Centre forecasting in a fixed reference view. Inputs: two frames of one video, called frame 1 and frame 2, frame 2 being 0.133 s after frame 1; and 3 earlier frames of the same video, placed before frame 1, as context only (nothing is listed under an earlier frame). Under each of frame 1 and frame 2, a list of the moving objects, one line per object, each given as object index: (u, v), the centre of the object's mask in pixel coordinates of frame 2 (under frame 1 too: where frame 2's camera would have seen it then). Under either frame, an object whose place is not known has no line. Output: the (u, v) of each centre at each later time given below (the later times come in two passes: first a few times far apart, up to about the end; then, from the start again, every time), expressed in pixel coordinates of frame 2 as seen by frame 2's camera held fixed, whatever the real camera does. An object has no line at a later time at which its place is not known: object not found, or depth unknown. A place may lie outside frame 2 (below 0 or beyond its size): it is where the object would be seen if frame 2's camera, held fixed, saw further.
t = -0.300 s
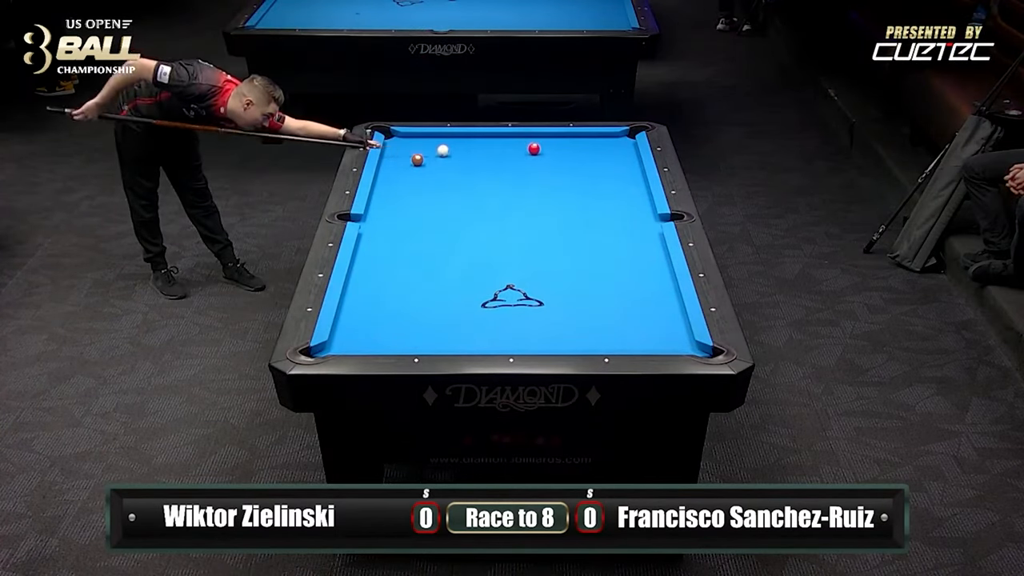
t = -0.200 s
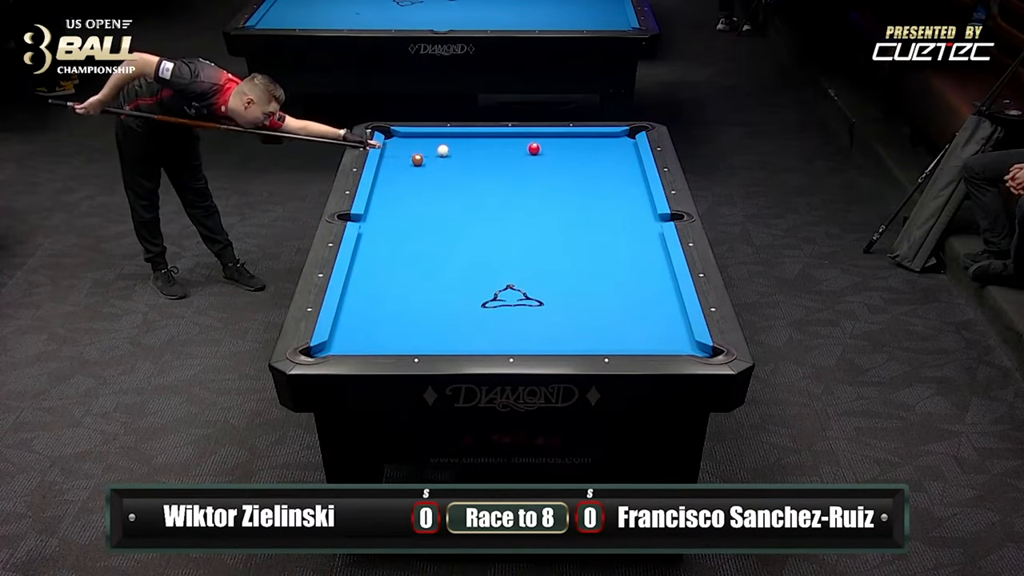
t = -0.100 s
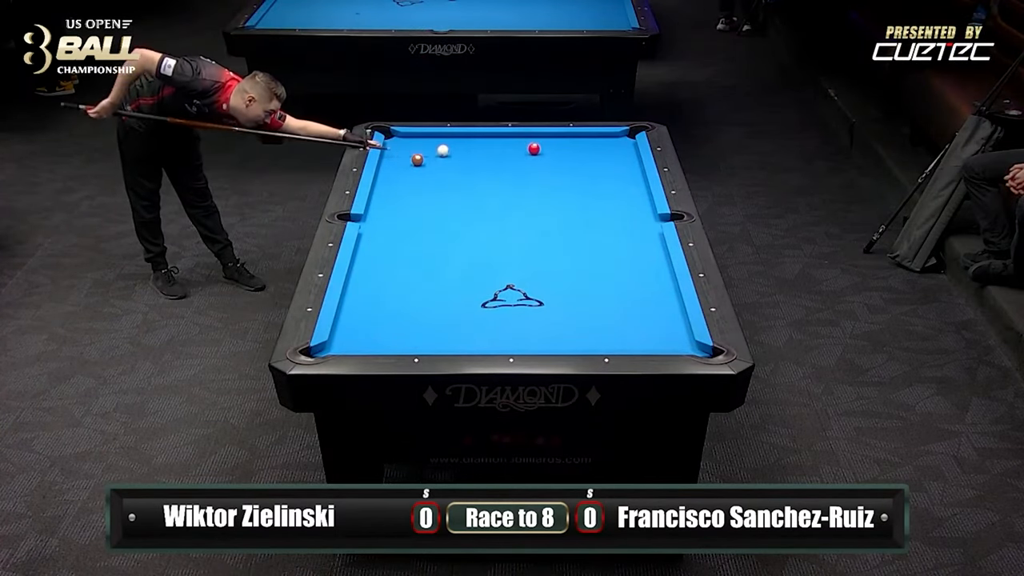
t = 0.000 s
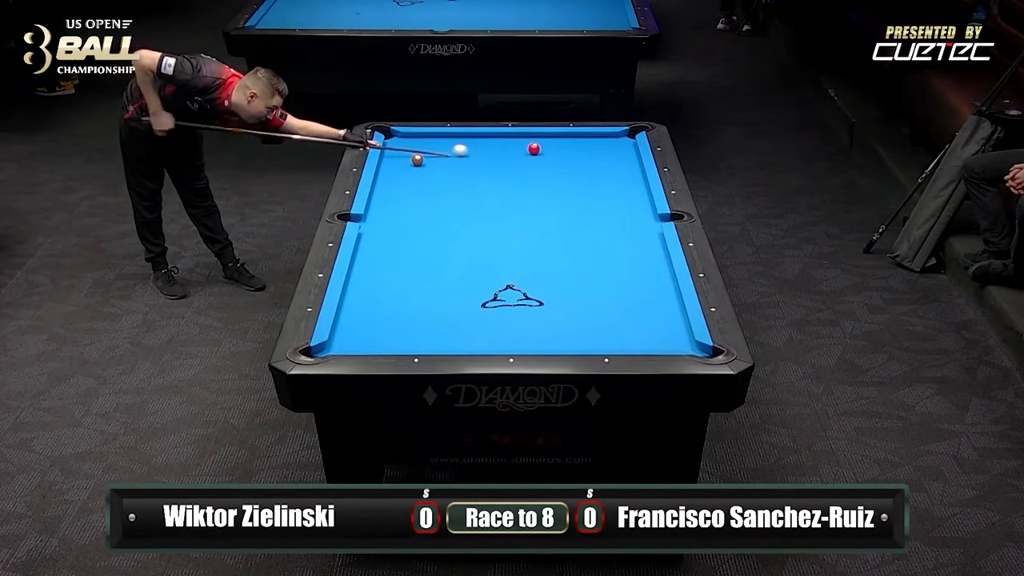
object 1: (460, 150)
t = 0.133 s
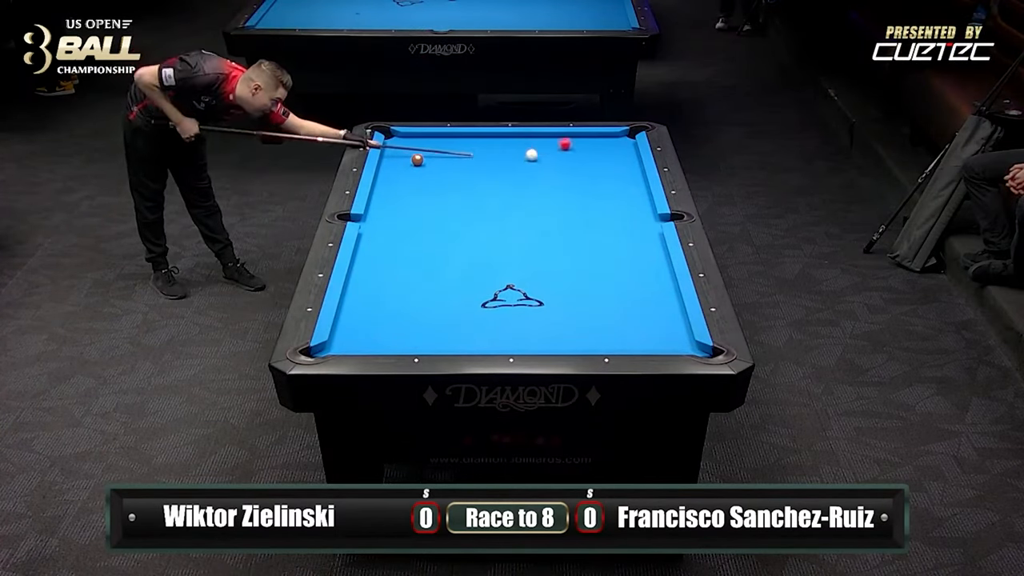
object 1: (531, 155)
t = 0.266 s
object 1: (547, 166)
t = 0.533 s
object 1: (556, 187)
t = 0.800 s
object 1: (548, 207)
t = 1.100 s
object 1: (539, 229)
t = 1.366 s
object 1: (530, 252)
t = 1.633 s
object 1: (522, 276)
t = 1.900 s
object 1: (512, 299)
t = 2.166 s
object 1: (502, 327)
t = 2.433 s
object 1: (486, 342)
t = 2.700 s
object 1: (460, 331)
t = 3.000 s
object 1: (431, 317)
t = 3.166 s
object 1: (416, 310)
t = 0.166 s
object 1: (536, 158)
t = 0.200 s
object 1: (540, 160)
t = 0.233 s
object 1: (544, 163)
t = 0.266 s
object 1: (547, 166)
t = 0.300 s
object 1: (549, 167)
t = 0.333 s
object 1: (551, 170)
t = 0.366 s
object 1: (554, 174)
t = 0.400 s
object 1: (555, 177)
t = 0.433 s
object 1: (556, 179)
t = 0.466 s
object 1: (556, 182)
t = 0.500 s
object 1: (556, 185)
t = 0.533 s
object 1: (556, 187)
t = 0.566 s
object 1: (555, 190)
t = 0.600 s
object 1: (554, 192)
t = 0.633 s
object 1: (553, 194)
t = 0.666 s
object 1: (552, 197)
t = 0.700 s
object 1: (551, 198)
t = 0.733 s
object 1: (550, 200)
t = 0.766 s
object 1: (549, 204)
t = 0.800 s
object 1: (548, 207)
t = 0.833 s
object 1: (547, 209)
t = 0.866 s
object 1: (546, 212)
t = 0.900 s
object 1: (545, 214)
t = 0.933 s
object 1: (544, 217)
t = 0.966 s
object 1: (543, 220)
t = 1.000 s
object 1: (542, 222)
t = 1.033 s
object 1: (541, 225)
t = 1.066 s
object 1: (540, 227)
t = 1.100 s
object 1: (539, 229)
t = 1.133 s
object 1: (538, 232)
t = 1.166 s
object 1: (537, 236)
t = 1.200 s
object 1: (536, 239)
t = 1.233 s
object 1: (535, 241)
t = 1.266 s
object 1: (534, 244)
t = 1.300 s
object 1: (532, 247)
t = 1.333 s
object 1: (532, 250)
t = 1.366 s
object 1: (530, 252)
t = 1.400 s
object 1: (529, 255)
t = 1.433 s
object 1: (528, 258)
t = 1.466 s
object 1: (527, 261)
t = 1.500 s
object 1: (527, 263)
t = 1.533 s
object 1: (526, 265)
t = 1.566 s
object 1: (524, 270)
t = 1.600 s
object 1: (523, 273)
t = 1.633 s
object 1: (522, 276)
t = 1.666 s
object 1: (520, 279)
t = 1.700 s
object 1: (519, 282)
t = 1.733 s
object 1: (518, 285)
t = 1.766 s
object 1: (517, 288)
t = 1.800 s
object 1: (516, 291)
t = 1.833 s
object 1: (515, 294)
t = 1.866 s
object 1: (513, 297)
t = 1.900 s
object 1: (512, 299)
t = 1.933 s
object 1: (511, 302)
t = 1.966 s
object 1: (509, 307)
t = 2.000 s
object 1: (508, 311)
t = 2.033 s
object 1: (507, 314)
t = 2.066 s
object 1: (505, 317)
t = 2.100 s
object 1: (505, 321)
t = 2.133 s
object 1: (503, 324)
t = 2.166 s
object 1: (502, 327)
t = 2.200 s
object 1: (500, 331)
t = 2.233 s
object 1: (499, 334)
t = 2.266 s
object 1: (498, 337)
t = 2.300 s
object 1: (497, 339)
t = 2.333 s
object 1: (496, 341)
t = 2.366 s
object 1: (493, 344)
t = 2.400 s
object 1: (490, 344)
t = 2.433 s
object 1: (486, 342)
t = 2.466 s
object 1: (483, 341)
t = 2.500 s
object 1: (479, 340)
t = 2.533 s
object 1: (476, 339)
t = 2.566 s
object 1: (472, 337)
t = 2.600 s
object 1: (469, 336)
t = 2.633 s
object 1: (466, 334)
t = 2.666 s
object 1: (462, 332)
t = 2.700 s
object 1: (460, 331)
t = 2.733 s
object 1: (458, 330)
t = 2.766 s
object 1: (453, 327)
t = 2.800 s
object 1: (449, 326)
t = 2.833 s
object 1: (446, 324)
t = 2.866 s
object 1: (443, 323)
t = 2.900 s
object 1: (440, 321)
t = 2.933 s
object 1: (437, 320)
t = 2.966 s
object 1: (434, 318)
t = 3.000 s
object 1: (431, 317)
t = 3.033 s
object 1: (428, 316)
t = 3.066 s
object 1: (425, 314)
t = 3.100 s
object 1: (423, 313)
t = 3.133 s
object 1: (421, 312)
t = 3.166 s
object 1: (416, 310)
